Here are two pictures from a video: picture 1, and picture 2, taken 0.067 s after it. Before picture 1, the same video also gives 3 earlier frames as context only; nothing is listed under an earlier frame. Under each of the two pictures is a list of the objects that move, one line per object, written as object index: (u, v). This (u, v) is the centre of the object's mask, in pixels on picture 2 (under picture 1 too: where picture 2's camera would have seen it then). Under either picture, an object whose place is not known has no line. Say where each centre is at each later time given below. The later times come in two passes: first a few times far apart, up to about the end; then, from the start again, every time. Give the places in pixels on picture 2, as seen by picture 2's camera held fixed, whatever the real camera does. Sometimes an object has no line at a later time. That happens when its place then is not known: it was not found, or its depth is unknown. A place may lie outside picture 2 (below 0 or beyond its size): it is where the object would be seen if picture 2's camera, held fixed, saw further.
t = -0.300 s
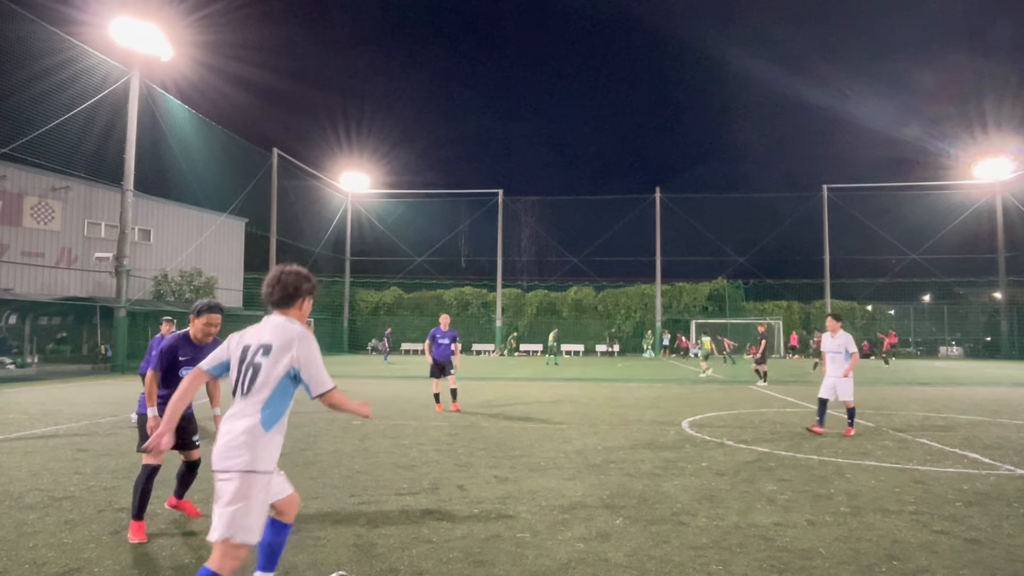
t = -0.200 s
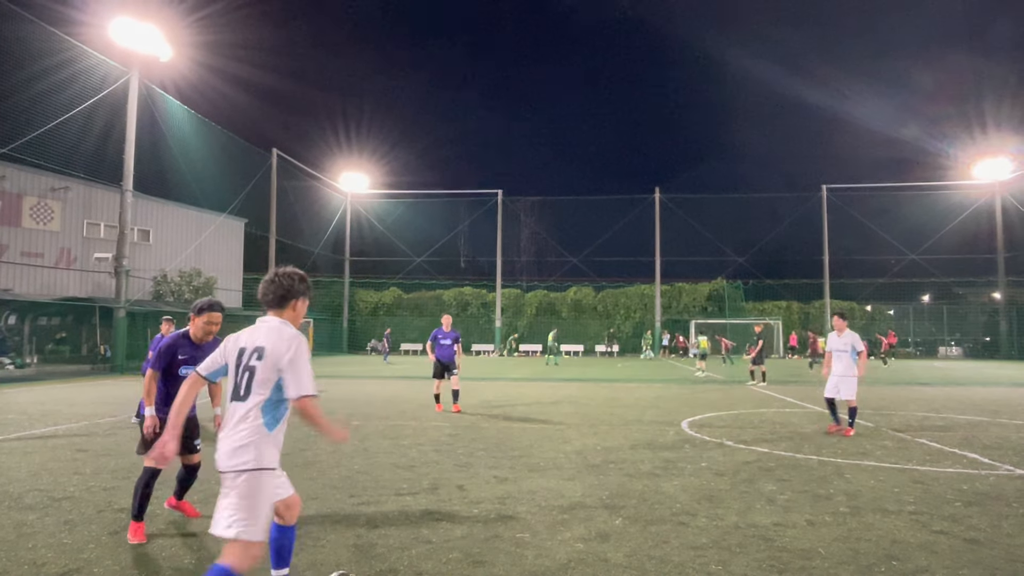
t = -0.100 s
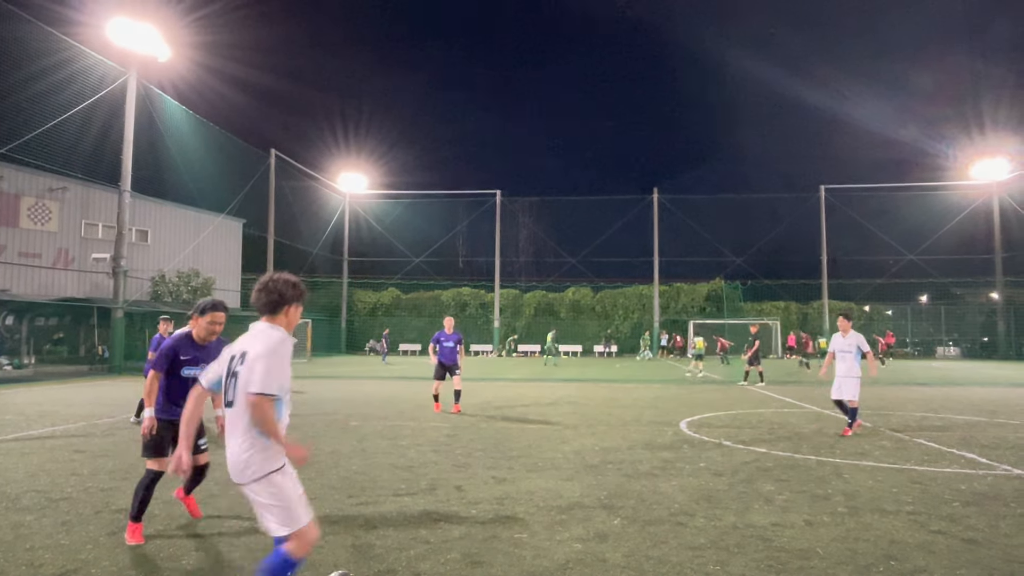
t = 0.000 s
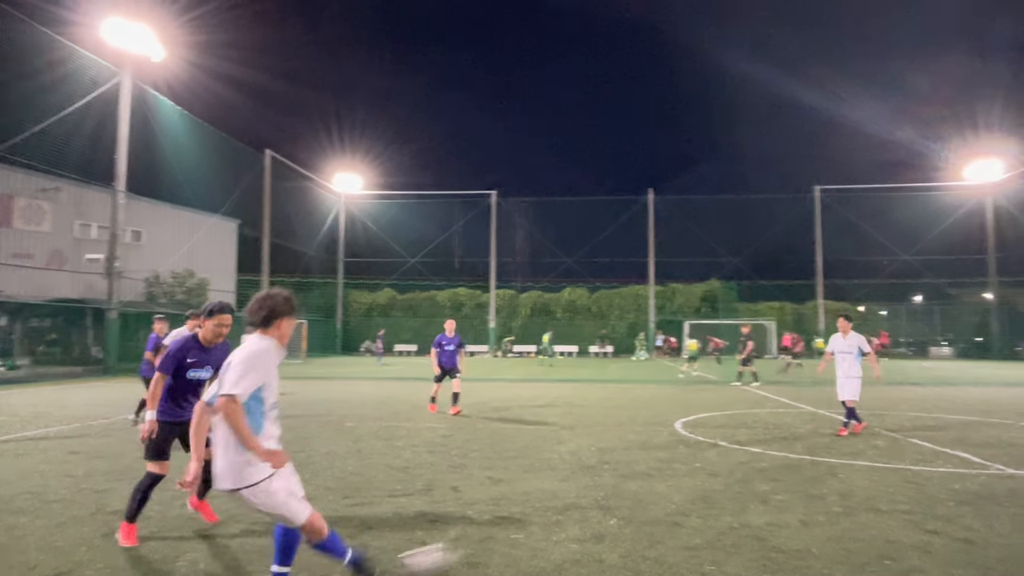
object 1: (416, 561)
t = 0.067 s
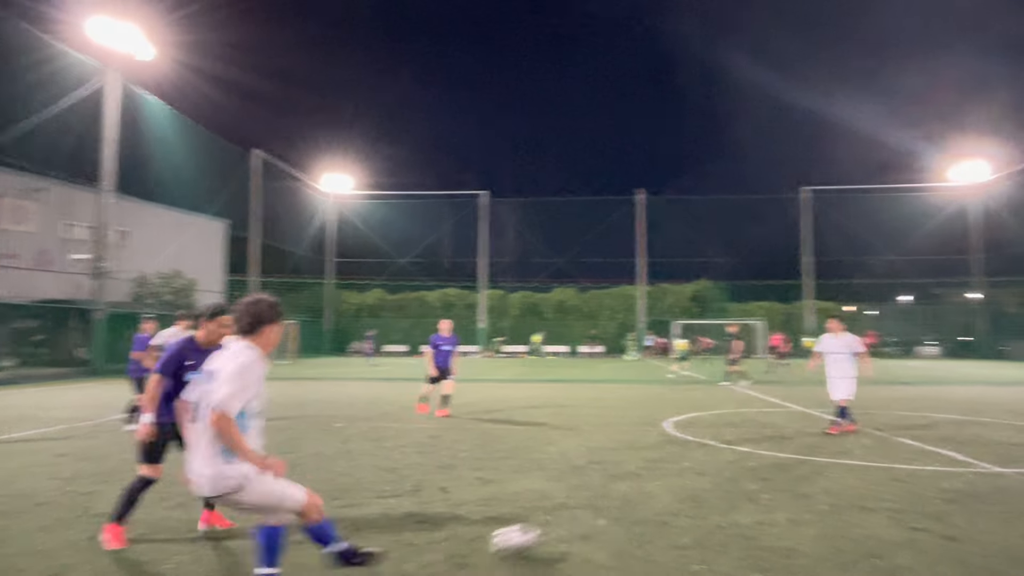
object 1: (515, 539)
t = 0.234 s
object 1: (669, 501)
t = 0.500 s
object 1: (799, 466)
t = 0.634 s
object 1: (838, 455)
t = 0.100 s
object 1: (553, 532)
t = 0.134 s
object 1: (587, 520)
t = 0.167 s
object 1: (617, 510)
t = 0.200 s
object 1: (645, 505)
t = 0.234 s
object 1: (669, 501)
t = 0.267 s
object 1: (692, 496)
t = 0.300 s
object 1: (712, 490)
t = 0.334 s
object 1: (731, 485)
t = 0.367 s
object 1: (746, 480)
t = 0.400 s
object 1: (762, 476)
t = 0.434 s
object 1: (775, 473)
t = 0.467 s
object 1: (788, 469)
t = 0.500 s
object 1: (799, 466)
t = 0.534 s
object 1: (811, 464)
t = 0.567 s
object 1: (820, 461)
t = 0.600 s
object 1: (829, 457)
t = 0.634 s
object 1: (838, 455)
